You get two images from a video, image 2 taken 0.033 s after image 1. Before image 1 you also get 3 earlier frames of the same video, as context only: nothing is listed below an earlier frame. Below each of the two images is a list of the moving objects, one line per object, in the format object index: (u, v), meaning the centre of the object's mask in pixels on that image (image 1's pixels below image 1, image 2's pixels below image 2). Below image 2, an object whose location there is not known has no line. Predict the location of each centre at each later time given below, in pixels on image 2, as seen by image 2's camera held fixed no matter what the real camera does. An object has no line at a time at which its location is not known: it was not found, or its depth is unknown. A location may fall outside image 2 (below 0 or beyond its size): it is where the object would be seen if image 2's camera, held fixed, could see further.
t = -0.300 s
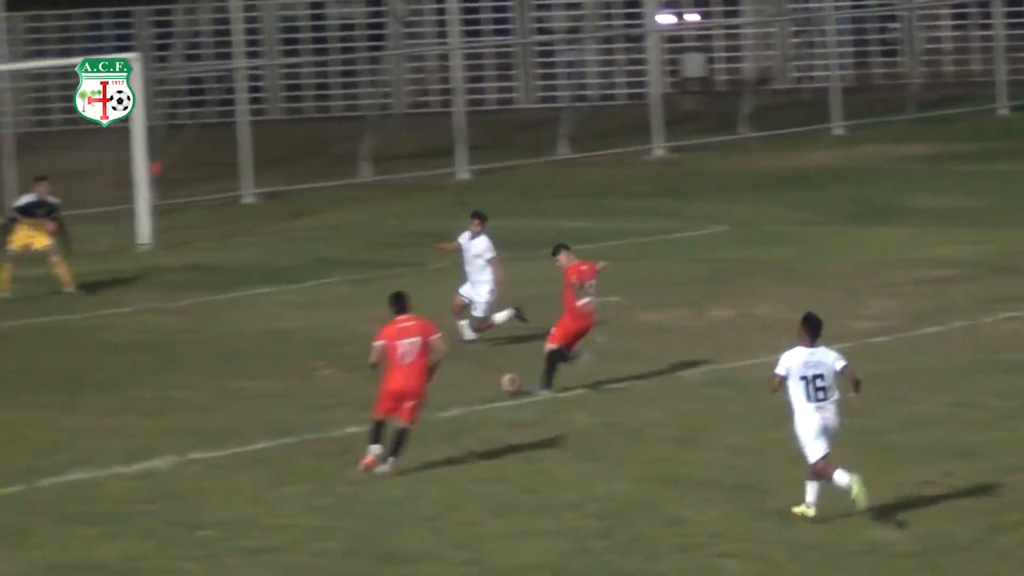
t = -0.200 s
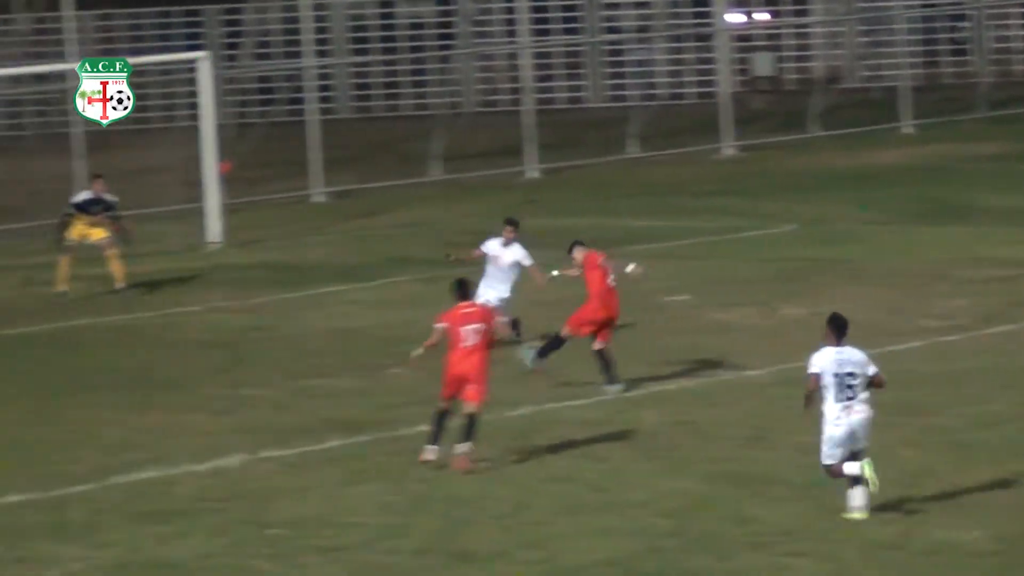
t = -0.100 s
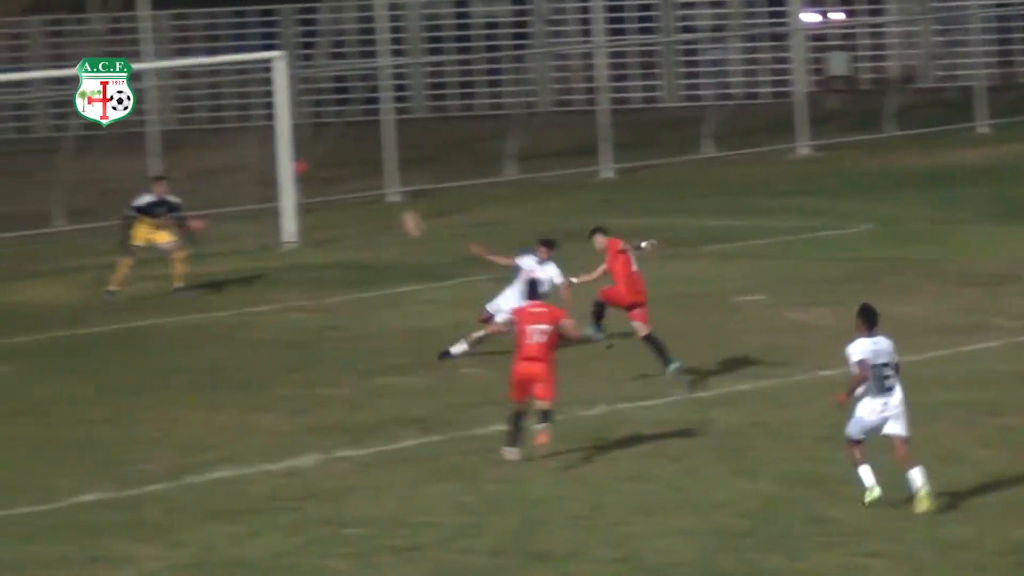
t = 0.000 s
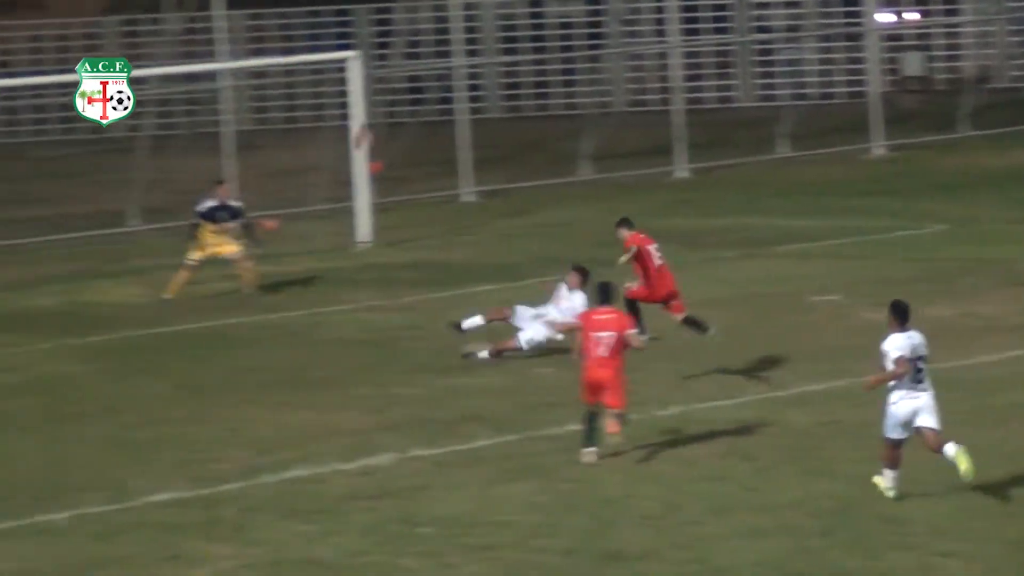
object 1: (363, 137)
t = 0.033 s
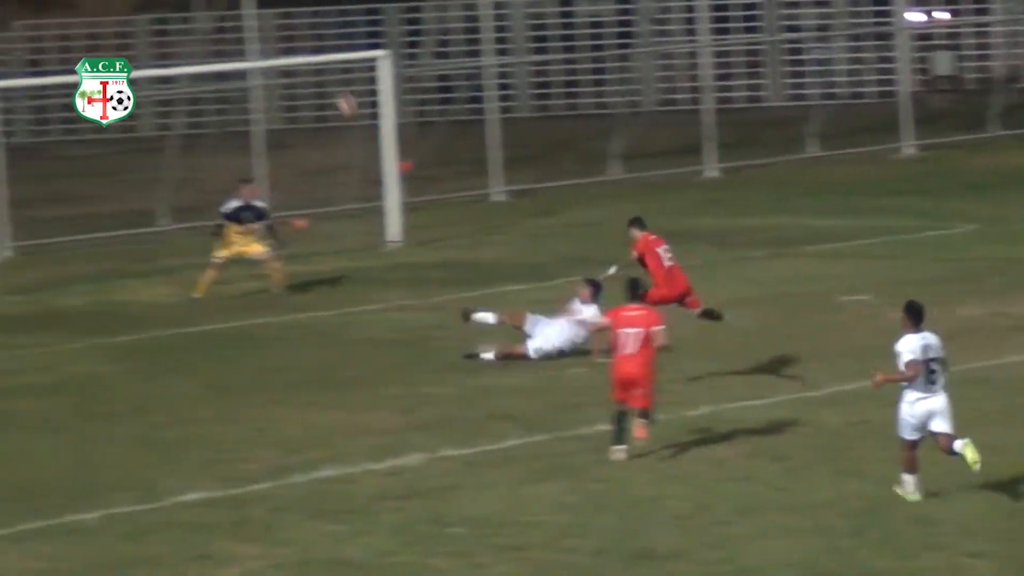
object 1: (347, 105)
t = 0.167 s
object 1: (203, 5)
